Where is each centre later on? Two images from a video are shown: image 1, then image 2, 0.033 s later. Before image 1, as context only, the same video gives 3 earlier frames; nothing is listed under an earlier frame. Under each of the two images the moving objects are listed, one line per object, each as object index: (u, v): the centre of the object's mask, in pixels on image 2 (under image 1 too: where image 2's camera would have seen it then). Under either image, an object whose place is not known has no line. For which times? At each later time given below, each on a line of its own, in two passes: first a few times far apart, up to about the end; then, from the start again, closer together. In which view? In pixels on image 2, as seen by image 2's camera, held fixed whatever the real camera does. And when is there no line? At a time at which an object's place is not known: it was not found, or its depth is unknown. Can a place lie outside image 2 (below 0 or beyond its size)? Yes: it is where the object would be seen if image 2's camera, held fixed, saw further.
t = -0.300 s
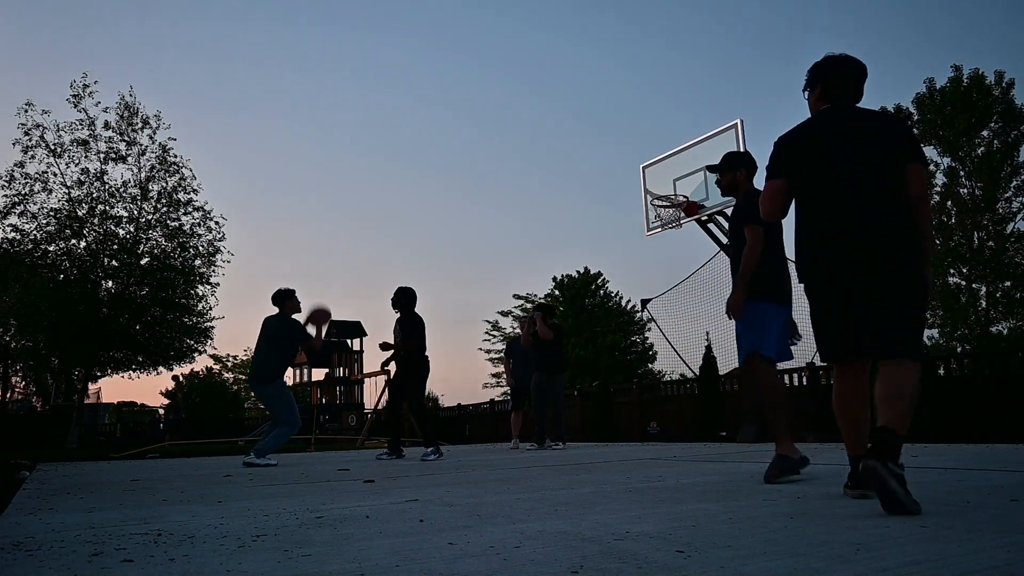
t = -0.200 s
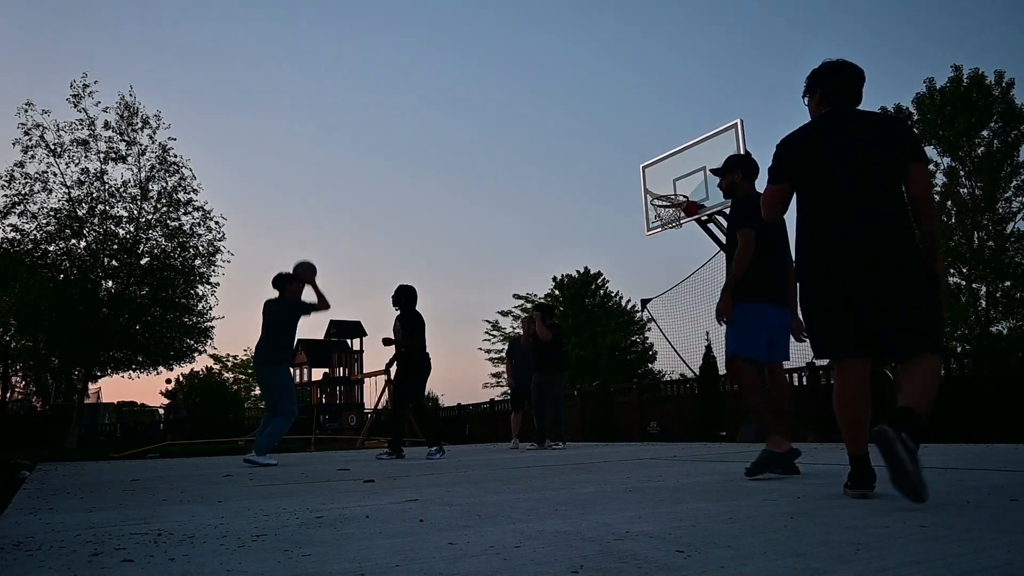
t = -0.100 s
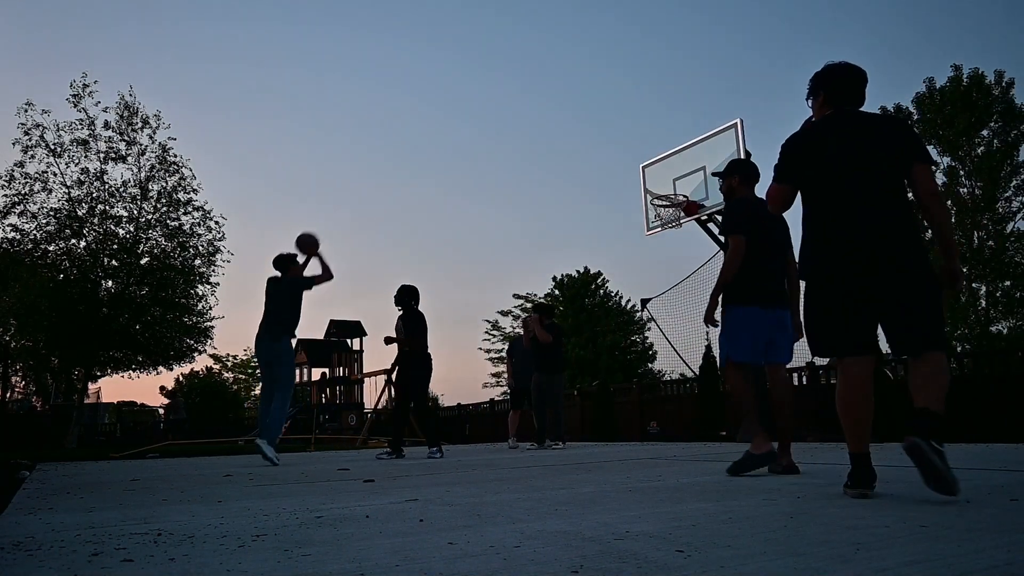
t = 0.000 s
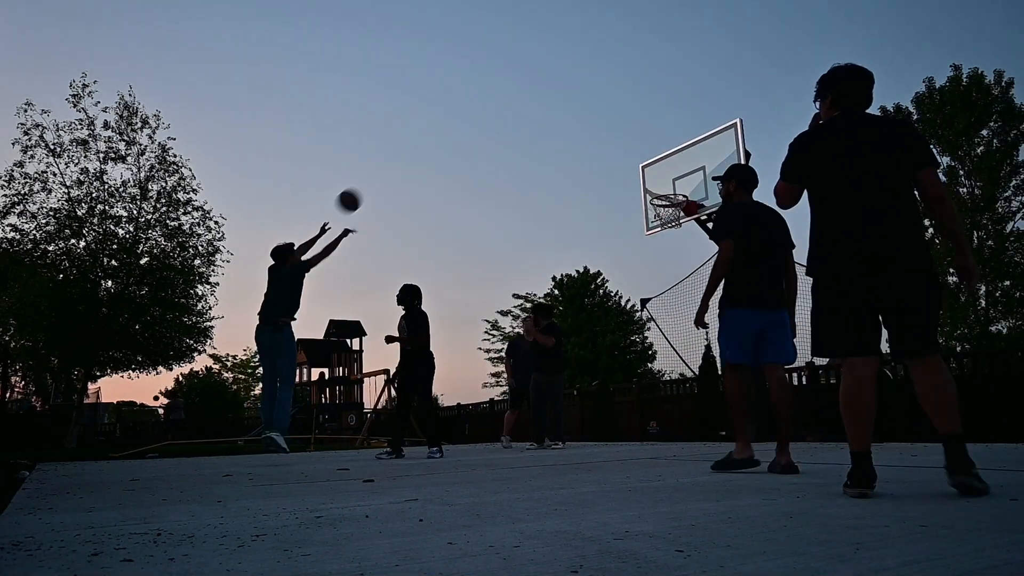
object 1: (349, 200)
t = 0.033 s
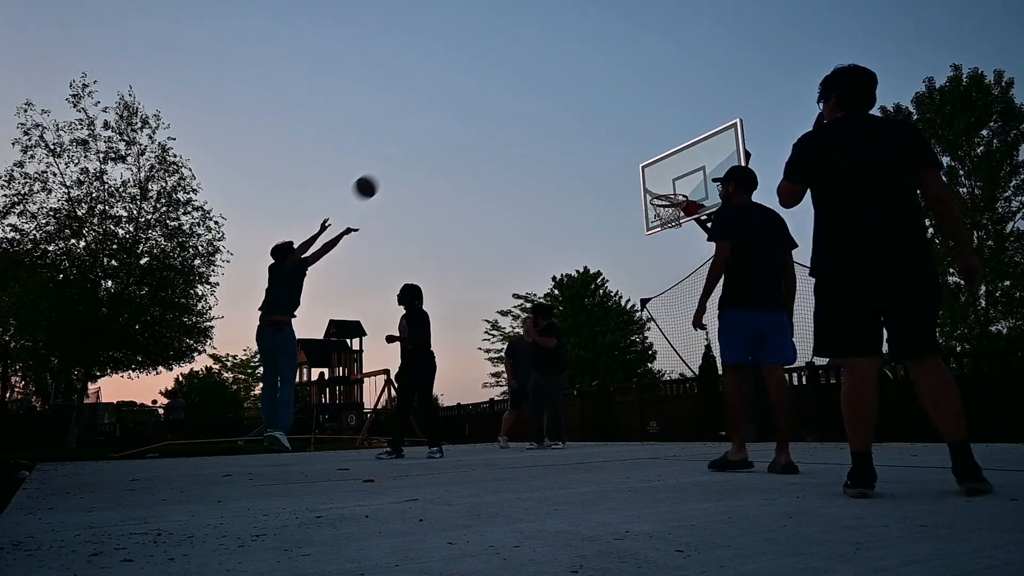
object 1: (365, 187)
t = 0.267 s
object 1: (469, 127)
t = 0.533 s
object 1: (571, 117)
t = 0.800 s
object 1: (661, 159)
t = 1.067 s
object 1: (674, 209)
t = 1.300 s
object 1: (674, 248)
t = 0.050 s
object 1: (373, 181)
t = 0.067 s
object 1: (381, 175)
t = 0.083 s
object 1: (389, 169)
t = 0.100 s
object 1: (397, 164)
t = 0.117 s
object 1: (405, 159)
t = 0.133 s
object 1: (412, 154)
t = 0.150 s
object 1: (420, 150)
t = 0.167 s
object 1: (427, 146)
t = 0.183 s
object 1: (434, 142)
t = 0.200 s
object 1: (442, 139)
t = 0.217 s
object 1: (449, 135)
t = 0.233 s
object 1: (456, 132)
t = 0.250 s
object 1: (463, 129)
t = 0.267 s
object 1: (469, 127)
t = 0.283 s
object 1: (476, 124)
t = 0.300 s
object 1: (483, 122)
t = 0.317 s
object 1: (490, 121)
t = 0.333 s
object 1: (496, 119)
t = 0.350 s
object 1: (503, 118)
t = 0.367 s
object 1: (509, 117)
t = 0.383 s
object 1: (516, 116)
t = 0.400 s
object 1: (522, 115)
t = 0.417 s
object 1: (528, 114)
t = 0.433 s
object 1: (535, 114)
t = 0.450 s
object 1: (541, 114)
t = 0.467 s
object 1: (547, 114)
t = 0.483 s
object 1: (553, 115)
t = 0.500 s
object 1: (559, 115)
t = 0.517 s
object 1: (565, 116)
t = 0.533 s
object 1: (571, 117)
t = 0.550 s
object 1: (577, 118)
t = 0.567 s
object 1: (583, 120)
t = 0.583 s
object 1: (588, 121)
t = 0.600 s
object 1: (595, 123)
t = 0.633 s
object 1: (606, 127)
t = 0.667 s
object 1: (617, 132)
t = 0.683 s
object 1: (623, 135)
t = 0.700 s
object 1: (628, 138)
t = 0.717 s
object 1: (634, 141)
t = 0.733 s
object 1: (640, 144)
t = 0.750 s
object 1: (645, 147)
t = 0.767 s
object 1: (650, 151)
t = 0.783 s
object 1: (656, 154)
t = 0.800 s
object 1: (661, 159)
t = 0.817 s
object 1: (667, 163)
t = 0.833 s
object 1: (672, 167)
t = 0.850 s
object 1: (677, 172)
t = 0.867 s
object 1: (683, 176)
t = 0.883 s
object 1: (682, 179)
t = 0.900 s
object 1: (679, 182)
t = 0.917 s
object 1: (675, 185)
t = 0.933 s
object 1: (672, 188)
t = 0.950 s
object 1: (668, 190)
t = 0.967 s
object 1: (665, 194)
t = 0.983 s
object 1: (663, 198)
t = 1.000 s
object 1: (664, 200)
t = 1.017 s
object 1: (666, 202)
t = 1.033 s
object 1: (669, 203)
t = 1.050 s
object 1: (672, 206)
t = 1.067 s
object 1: (674, 209)
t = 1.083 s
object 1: (674, 211)
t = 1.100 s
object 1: (674, 213)
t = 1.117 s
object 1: (674, 215)
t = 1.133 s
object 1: (674, 218)
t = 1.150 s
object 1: (674, 219)
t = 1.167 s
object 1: (674, 221)
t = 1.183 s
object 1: (674, 224)
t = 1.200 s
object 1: (674, 227)
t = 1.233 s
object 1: (674, 234)
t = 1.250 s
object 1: (673, 237)
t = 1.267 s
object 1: (674, 240)
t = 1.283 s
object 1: (674, 244)
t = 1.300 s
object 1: (674, 248)
